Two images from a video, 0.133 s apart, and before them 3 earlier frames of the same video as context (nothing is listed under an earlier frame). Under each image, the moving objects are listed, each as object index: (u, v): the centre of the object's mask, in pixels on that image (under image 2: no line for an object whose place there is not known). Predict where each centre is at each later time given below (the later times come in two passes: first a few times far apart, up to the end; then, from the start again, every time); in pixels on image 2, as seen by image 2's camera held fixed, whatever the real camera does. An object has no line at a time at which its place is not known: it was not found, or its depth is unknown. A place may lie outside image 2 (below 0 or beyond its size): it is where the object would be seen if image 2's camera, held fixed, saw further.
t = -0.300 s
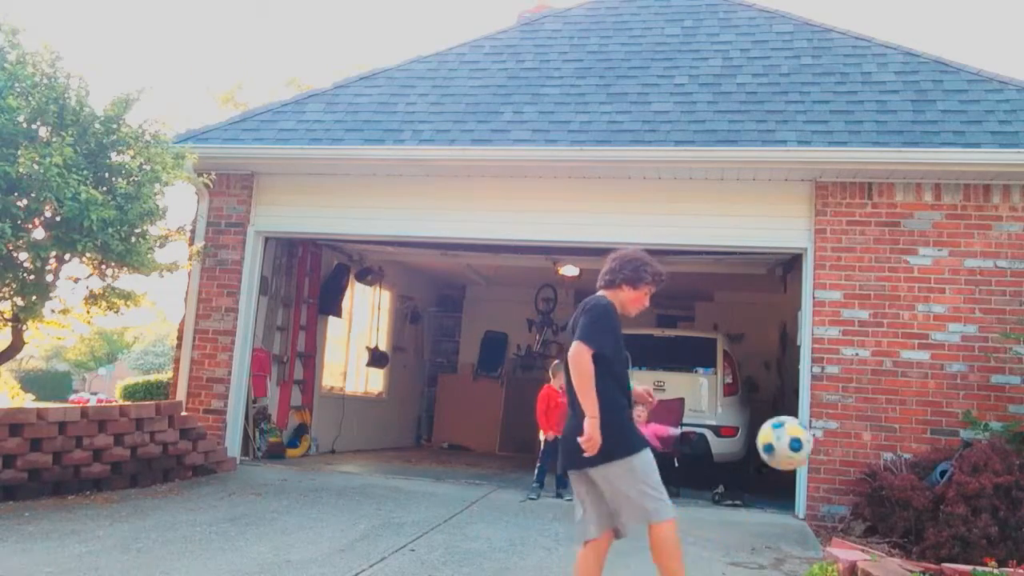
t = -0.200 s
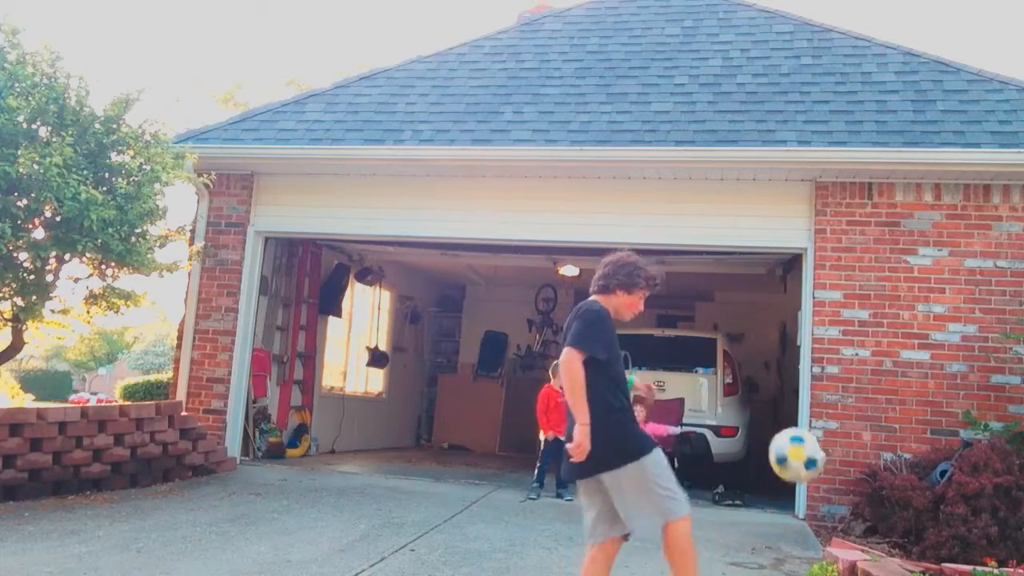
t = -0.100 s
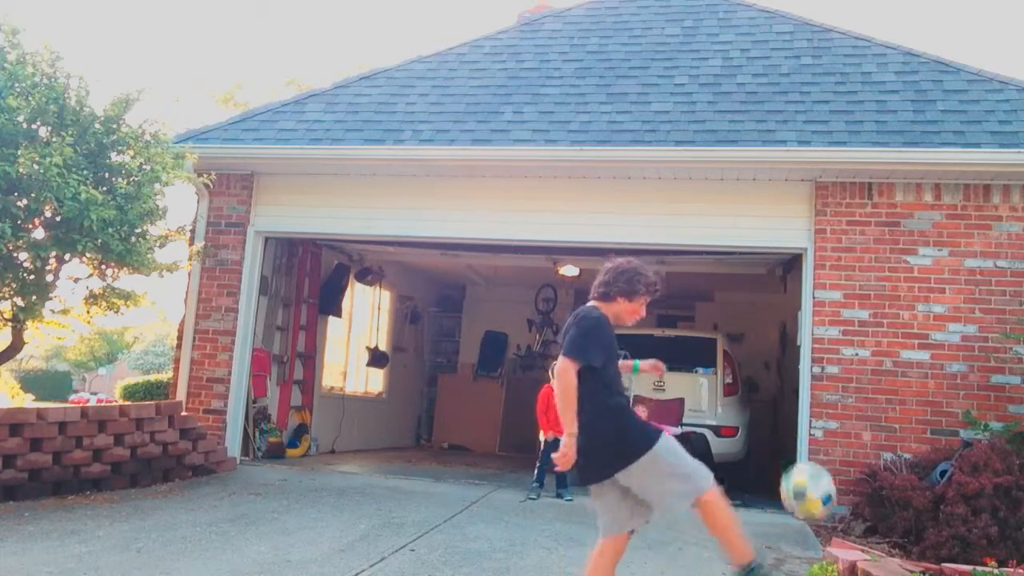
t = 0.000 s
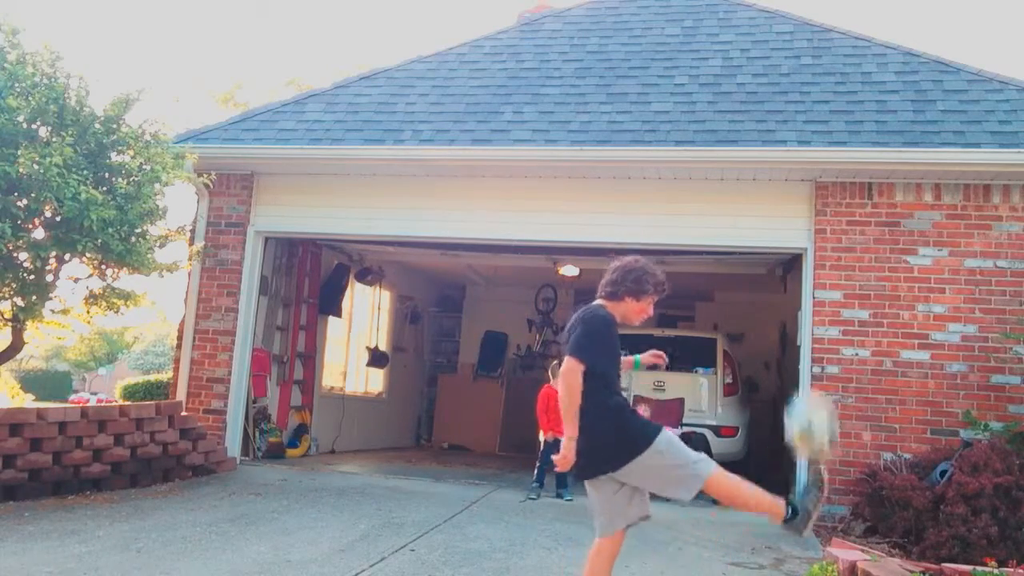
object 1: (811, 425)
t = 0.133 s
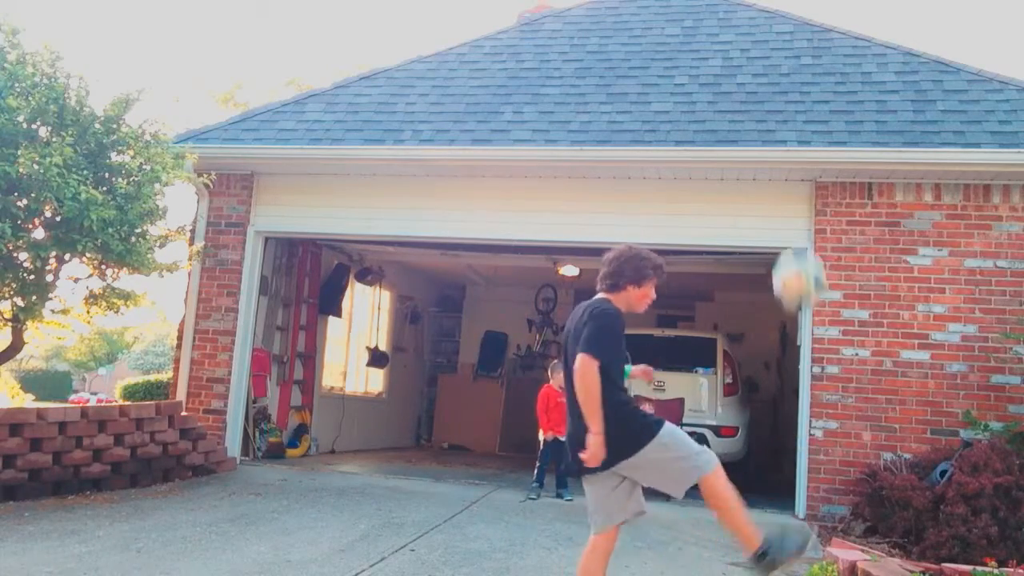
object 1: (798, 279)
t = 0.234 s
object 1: (790, 203)
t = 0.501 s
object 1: (763, 126)
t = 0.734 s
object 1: (738, 179)
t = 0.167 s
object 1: (795, 254)
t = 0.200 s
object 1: (793, 226)
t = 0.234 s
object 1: (790, 203)
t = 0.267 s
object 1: (786, 185)
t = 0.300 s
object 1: (782, 165)
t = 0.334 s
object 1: (779, 154)
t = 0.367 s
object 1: (776, 144)
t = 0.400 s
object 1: (772, 137)
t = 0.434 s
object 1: (769, 131)
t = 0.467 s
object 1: (767, 128)
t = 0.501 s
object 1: (763, 126)
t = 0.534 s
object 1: (760, 127)
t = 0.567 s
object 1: (756, 130)
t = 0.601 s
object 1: (753, 135)
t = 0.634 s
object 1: (750, 142)
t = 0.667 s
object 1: (746, 153)
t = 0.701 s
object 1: (742, 166)
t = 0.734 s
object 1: (738, 179)
